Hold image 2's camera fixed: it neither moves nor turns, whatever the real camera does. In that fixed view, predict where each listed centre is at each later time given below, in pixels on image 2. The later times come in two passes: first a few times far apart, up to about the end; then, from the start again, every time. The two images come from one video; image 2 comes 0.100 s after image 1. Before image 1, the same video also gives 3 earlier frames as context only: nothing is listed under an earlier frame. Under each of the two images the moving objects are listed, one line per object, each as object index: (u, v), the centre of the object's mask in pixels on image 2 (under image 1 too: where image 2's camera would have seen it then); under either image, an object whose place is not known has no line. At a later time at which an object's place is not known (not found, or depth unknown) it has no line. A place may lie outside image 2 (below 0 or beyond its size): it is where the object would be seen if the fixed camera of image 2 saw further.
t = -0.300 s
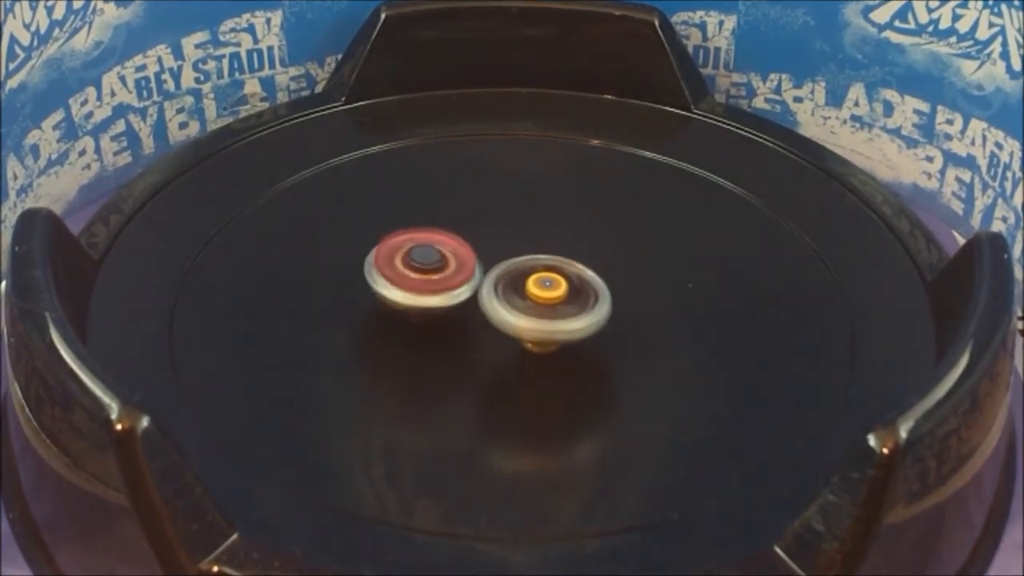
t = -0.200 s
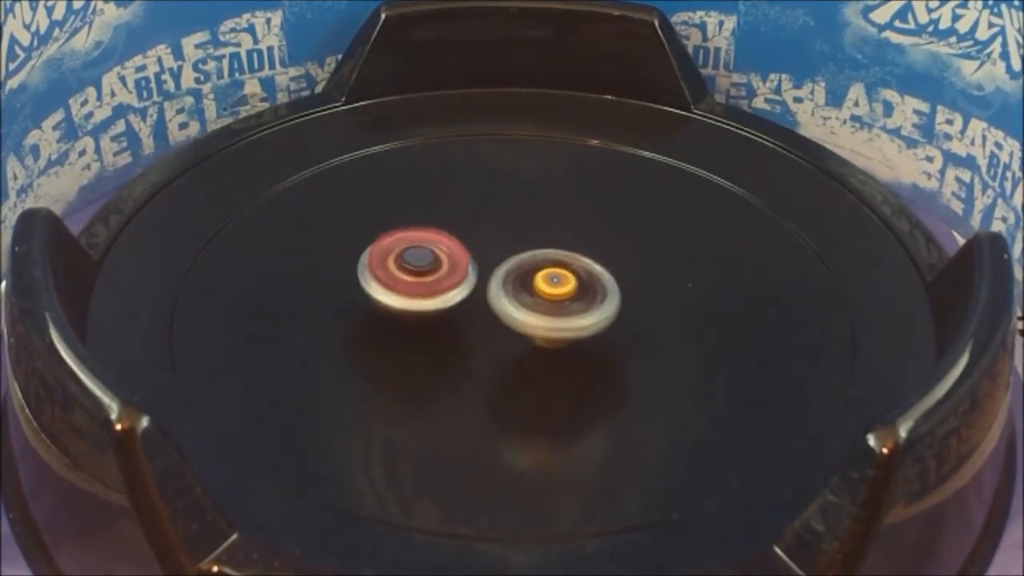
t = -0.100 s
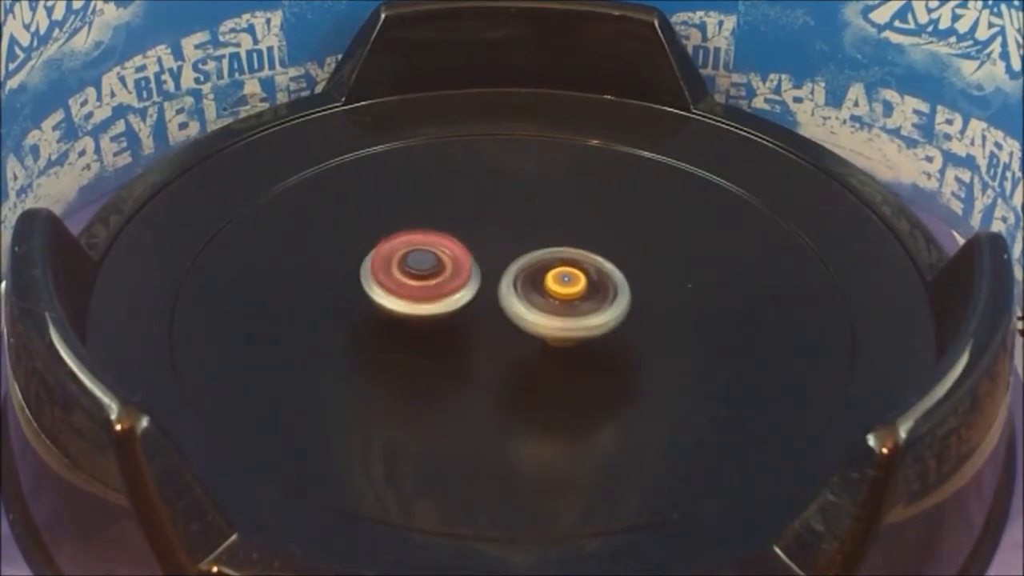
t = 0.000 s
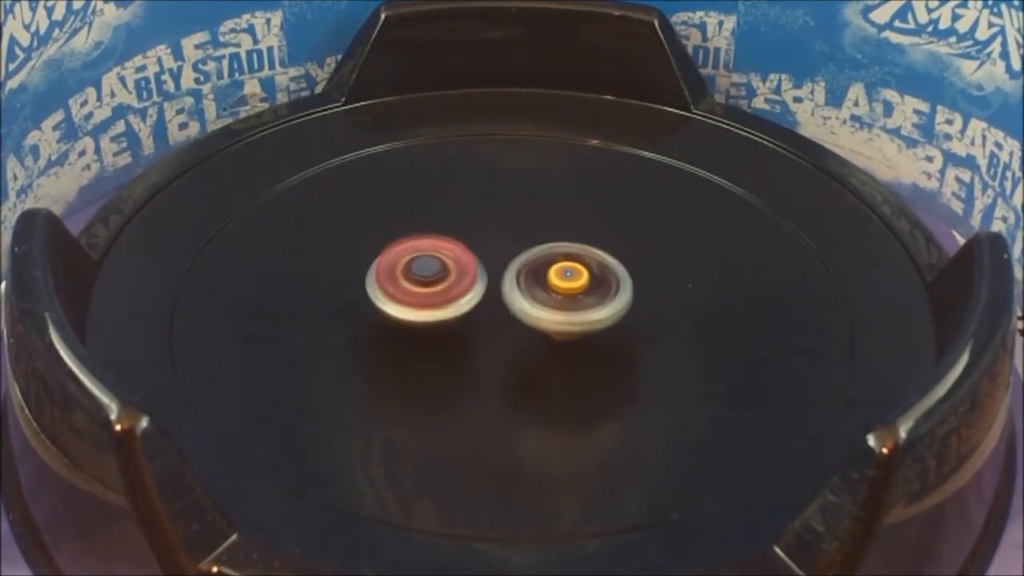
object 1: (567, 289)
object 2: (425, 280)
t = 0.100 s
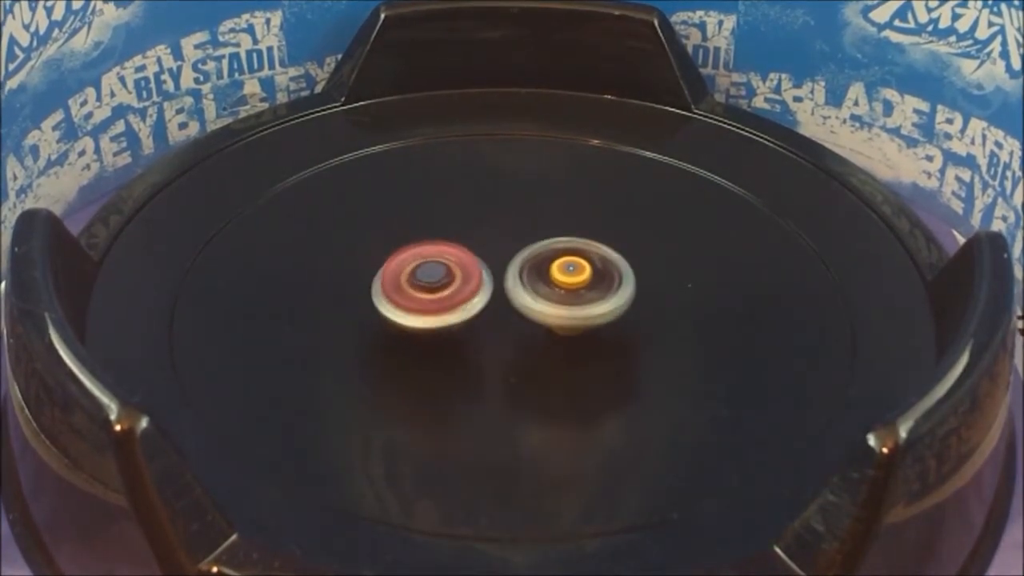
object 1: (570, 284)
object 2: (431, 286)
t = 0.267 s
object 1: (573, 277)
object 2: (442, 298)
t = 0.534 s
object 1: (575, 271)
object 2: (449, 317)
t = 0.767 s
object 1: (566, 272)
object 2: (450, 327)
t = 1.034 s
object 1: (576, 262)
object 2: (423, 338)
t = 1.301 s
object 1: (563, 258)
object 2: (433, 339)
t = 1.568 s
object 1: (539, 264)
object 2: (470, 339)
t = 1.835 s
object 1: (522, 261)
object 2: (502, 350)
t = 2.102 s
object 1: (500, 267)
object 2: (518, 354)
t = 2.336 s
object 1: (482, 270)
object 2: (526, 347)
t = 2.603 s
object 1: (458, 257)
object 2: (551, 351)
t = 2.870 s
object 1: (449, 259)
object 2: (572, 337)
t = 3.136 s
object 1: (455, 267)
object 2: (587, 324)
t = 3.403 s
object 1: (468, 278)
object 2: (591, 311)
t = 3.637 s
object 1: (470, 286)
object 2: (598, 306)
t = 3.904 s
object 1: (460, 293)
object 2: (595, 299)
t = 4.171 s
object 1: (447, 302)
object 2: (600, 290)
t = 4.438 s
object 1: (453, 308)
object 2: (589, 281)
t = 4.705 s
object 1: (463, 312)
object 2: (578, 272)
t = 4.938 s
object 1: (458, 317)
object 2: (590, 263)
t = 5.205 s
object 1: (475, 316)
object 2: (579, 262)
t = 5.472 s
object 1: (415, 340)
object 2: (635, 218)
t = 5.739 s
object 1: (440, 341)
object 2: (597, 221)
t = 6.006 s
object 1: (469, 338)
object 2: (513, 252)
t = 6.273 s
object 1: (502, 335)
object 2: (434, 255)
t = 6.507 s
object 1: (529, 327)
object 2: (431, 260)
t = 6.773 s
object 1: (562, 319)
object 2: (438, 277)
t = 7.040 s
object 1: (582, 309)
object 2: (433, 288)
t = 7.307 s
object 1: (583, 304)
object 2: (434, 294)
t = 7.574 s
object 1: (572, 300)
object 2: (438, 301)
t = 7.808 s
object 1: (609, 298)
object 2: (381, 293)
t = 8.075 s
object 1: (628, 290)
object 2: (328, 279)
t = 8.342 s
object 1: (605, 283)
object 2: (467, 282)
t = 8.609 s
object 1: (641, 285)
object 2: (510, 273)
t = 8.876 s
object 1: (631, 282)
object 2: (491, 282)
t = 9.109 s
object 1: (603, 281)
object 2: (481, 287)
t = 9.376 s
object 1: (613, 278)
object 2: (422, 272)
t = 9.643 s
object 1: (598, 271)
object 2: (461, 288)
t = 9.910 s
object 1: (589, 263)
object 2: (423, 306)
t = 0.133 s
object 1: (570, 282)
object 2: (434, 288)
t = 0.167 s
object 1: (571, 281)
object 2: (436, 290)
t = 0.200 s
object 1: (572, 279)
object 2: (437, 293)
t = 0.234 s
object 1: (572, 278)
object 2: (440, 295)
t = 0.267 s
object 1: (573, 277)
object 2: (442, 298)
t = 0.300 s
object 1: (573, 275)
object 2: (443, 301)
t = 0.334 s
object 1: (573, 274)
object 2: (444, 303)
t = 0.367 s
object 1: (574, 273)
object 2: (446, 305)
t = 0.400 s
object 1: (574, 272)
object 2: (447, 308)
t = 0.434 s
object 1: (575, 272)
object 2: (448, 311)
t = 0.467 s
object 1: (575, 271)
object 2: (449, 313)
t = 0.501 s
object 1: (575, 271)
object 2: (449, 315)
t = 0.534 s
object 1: (575, 271)
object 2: (449, 317)
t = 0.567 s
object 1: (574, 271)
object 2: (449, 319)
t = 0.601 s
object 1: (573, 271)
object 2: (450, 321)
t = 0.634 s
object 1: (572, 272)
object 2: (450, 322)
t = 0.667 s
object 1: (571, 272)
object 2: (450, 323)
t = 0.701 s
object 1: (569, 272)
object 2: (450, 325)
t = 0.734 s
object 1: (567, 272)
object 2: (450, 325)
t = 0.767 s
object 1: (566, 272)
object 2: (450, 327)
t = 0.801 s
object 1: (564, 273)
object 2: (451, 327)
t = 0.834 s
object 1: (562, 273)
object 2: (451, 327)
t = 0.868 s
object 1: (560, 274)
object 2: (453, 328)
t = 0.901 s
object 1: (558, 274)
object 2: (454, 327)
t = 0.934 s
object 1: (555, 274)
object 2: (455, 327)
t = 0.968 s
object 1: (554, 274)
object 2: (456, 327)
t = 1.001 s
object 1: (567, 267)
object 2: (437, 334)
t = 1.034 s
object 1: (576, 262)
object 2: (423, 338)
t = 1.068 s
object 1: (580, 259)
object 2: (417, 339)
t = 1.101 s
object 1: (579, 258)
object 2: (418, 338)
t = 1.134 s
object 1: (577, 258)
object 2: (420, 339)
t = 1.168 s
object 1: (574, 258)
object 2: (422, 340)
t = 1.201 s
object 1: (571, 258)
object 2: (424, 339)
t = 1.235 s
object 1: (569, 258)
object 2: (427, 338)
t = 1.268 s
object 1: (566, 258)
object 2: (430, 339)
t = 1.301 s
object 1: (563, 258)
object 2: (433, 339)
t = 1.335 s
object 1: (560, 259)
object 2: (438, 339)
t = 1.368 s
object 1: (557, 259)
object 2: (442, 339)
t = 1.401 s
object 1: (554, 259)
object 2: (446, 339)
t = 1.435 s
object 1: (551, 260)
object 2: (450, 339)
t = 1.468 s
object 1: (548, 261)
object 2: (455, 338)
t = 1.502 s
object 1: (545, 262)
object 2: (460, 338)
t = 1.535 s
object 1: (542, 263)
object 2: (465, 338)
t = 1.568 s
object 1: (539, 264)
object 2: (470, 339)
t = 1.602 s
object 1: (537, 263)
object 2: (476, 338)
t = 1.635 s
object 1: (535, 263)
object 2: (480, 340)
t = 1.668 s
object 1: (535, 261)
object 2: (481, 345)
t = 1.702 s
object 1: (533, 260)
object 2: (485, 348)
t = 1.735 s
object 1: (531, 260)
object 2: (489, 348)
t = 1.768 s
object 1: (528, 261)
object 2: (494, 350)
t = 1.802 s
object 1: (525, 261)
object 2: (498, 350)
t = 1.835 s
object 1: (522, 261)
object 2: (502, 350)
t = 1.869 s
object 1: (519, 262)
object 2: (505, 351)
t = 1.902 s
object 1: (517, 263)
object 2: (507, 352)
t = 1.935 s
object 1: (514, 263)
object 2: (510, 352)
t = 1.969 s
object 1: (511, 264)
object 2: (512, 354)
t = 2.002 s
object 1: (508, 265)
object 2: (514, 354)
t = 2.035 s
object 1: (505, 265)
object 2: (516, 354)
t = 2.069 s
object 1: (502, 266)
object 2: (517, 355)
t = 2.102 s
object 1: (500, 267)
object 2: (518, 354)
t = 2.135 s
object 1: (497, 268)
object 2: (519, 353)
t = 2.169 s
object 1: (494, 268)
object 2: (520, 352)
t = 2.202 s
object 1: (492, 269)
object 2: (520, 352)
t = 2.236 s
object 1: (489, 270)
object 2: (521, 351)
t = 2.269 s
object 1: (487, 271)
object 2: (523, 350)
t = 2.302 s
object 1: (485, 271)
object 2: (525, 349)
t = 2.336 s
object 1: (482, 270)
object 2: (526, 347)
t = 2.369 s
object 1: (478, 266)
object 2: (531, 353)
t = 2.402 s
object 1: (473, 260)
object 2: (536, 358)
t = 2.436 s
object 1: (470, 258)
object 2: (538, 359)
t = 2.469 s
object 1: (467, 257)
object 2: (540, 356)
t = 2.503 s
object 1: (464, 257)
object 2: (542, 355)
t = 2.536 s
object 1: (462, 257)
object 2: (546, 354)
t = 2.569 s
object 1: (460, 257)
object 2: (548, 352)
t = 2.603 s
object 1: (458, 257)
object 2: (551, 351)
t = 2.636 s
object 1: (456, 257)
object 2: (553, 349)
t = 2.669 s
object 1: (454, 257)
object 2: (556, 348)
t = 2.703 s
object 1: (452, 257)
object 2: (559, 346)
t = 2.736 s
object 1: (451, 257)
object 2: (561, 344)
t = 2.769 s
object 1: (450, 258)
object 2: (564, 343)
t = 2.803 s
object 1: (450, 258)
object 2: (566, 341)
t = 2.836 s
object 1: (449, 258)
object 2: (569, 339)
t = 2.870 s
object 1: (449, 259)
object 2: (572, 337)
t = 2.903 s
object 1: (450, 260)
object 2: (574, 335)
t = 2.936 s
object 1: (450, 261)
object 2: (576, 334)
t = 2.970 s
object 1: (451, 262)
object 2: (578, 333)
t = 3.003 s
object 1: (451, 263)
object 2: (580, 331)
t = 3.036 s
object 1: (451, 264)
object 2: (582, 330)
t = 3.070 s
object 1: (453, 265)
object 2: (584, 328)
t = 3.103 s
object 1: (454, 266)
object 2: (586, 325)
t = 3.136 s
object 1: (455, 267)
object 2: (587, 324)
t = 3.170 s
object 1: (457, 269)
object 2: (589, 323)
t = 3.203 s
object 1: (458, 270)
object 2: (589, 322)
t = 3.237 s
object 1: (460, 271)
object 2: (589, 320)
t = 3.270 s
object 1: (462, 273)
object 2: (589, 318)
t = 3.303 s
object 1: (463, 274)
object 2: (589, 316)
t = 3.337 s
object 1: (465, 275)
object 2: (589, 314)
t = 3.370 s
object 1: (467, 277)
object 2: (589, 312)
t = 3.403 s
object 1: (468, 278)
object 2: (591, 311)
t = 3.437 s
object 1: (463, 276)
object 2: (599, 312)
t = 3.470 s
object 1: (463, 277)
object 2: (599, 313)
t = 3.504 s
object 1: (465, 279)
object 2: (598, 311)
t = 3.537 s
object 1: (466, 281)
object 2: (598, 310)
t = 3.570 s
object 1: (467, 283)
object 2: (598, 308)
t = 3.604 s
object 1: (468, 284)
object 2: (598, 308)
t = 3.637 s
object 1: (470, 286)
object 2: (598, 306)
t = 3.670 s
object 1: (471, 287)
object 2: (598, 305)
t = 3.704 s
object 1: (469, 289)
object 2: (600, 305)
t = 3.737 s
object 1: (470, 290)
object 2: (598, 304)
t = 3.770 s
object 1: (463, 289)
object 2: (603, 304)
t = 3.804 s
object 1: (460, 289)
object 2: (603, 303)
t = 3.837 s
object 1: (460, 290)
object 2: (601, 303)
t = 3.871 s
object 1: (460, 292)
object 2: (597, 301)
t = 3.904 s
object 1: (460, 293)
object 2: (595, 299)
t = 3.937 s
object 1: (460, 295)
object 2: (593, 297)
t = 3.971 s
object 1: (460, 296)
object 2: (591, 296)
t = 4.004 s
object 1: (452, 296)
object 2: (599, 295)
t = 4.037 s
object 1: (447, 297)
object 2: (604, 294)
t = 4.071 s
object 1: (447, 298)
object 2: (604, 295)
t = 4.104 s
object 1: (447, 299)
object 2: (602, 293)
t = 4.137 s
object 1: (447, 300)
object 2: (601, 291)
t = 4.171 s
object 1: (447, 302)
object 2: (600, 290)
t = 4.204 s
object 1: (447, 302)
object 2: (600, 289)
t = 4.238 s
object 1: (447, 303)
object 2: (599, 287)
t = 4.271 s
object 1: (447, 304)
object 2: (598, 286)
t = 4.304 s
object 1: (448, 305)
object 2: (596, 285)
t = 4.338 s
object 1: (449, 306)
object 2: (595, 284)
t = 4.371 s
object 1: (450, 307)
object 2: (592, 283)
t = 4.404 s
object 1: (451, 307)
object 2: (590, 282)
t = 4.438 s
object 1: (453, 308)
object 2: (589, 281)
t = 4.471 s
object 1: (454, 309)
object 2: (587, 280)
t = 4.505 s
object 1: (456, 309)
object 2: (583, 279)
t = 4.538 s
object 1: (457, 309)
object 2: (581, 278)
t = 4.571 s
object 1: (459, 310)
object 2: (578, 277)
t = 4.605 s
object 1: (461, 311)
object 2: (576, 276)
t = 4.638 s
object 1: (459, 311)
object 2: (578, 274)
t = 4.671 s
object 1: (460, 312)
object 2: (579, 274)
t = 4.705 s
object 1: (463, 312)
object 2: (578, 272)
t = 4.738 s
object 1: (465, 312)
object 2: (577, 272)
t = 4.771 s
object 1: (467, 312)
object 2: (576, 270)
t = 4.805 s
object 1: (468, 312)
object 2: (575, 269)
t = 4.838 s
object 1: (459, 315)
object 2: (584, 264)
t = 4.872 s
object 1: (455, 317)
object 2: (591, 262)
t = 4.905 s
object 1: (456, 317)
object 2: (592, 263)
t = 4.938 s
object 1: (458, 317)
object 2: (590, 263)
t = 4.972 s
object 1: (460, 317)
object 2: (589, 262)
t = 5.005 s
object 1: (462, 317)
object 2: (587, 262)
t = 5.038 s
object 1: (464, 317)
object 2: (586, 262)
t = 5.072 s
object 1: (466, 317)
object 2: (586, 262)
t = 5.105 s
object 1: (469, 317)
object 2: (584, 262)
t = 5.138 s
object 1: (470, 316)
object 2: (583, 262)
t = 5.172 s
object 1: (473, 316)
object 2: (581, 262)
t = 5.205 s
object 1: (475, 316)
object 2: (579, 262)
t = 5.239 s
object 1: (477, 316)
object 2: (576, 262)
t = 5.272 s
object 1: (479, 315)
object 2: (574, 263)
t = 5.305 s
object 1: (462, 321)
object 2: (588, 254)
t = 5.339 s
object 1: (437, 328)
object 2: (612, 240)
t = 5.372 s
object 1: (423, 333)
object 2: (630, 230)
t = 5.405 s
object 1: (414, 337)
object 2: (637, 223)
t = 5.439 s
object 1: (413, 339)
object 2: (638, 220)
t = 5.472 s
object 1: (415, 340)
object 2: (635, 218)
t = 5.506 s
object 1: (418, 340)
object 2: (632, 216)
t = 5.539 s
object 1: (421, 340)
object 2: (628, 216)
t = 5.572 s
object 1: (424, 341)
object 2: (624, 215)
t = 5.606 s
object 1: (427, 342)
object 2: (618, 217)
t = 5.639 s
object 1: (431, 342)
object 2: (613, 218)
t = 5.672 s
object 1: (434, 342)
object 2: (608, 218)
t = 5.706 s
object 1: (437, 341)
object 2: (602, 220)
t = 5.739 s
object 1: (440, 341)
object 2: (597, 221)
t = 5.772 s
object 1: (444, 341)
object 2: (591, 223)
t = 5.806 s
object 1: (448, 341)
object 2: (585, 225)
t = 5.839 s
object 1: (451, 340)
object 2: (577, 228)
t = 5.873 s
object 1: (455, 339)
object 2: (567, 232)
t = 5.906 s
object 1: (458, 339)
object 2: (554, 237)
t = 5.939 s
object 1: (462, 339)
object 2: (541, 242)
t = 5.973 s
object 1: (466, 339)
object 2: (527, 248)
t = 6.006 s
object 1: (469, 338)
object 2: (513, 252)
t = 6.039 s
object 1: (473, 337)
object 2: (498, 256)
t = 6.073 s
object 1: (476, 336)
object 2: (483, 258)
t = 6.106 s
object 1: (480, 338)
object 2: (468, 258)
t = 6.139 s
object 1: (484, 339)
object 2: (457, 257)
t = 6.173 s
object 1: (489, 338)
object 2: (448, 256)
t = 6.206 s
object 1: (493, 337)
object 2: (440, 256)
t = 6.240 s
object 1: (497, 336)
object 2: (436, 255)
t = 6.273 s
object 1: (502, 335)
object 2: (434, 255)
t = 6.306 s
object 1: (506, 334)
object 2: (434, 255)
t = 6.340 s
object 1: (510, 333)
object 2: (431, 256)
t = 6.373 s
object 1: (514, 332)
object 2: (431, 256)
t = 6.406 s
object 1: (518, 331)
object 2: (431, 257)
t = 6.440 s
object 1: (522, 329)
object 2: (431, 258)
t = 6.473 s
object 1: (526, 328)
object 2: (431, 259)
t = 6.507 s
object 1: (529, 327)
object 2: (431, 260)
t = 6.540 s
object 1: (533, 325)
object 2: (431, 262)
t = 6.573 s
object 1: (536, 324)
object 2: (431, 263)
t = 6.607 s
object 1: (539, 323)
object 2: (432, 264)
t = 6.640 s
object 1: (543, 321)
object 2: (434, 267)
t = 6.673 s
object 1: (546, 320)
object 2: (437, 270)
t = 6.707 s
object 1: (549, 319)
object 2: (440, 275)
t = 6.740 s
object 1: (558, 320)
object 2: (439, 275)
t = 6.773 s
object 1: (562, 319)
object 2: (438, 277)
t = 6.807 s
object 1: (565, 317)
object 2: (437, 279)
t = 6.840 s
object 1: (568, 316)
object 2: (438, 282)
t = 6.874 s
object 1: (571, 315)
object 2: (437, 283)
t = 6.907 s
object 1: (574, 313)
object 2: (436, 284)
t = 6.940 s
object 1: (576, 312)
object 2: (436, 285)
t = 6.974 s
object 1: (579, 311)
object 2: (435, 286)
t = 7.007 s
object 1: (581, 310)
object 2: (434, 287)
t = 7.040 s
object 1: (582, 309)
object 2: (433, 288)
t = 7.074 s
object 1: (583, 308)
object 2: (434, 289)
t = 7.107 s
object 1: (584, 307)
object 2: (434, 290)
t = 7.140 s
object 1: (584, 307)
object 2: (433, 291)
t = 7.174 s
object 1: (584, 306)
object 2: (433, 292)
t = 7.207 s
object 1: (584, 305)
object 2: (432, 292)
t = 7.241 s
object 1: (584, 305)
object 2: (432, 293)
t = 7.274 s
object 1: (583, 304)
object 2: (433, 293)
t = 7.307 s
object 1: (583, 304)
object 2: (434, 294)
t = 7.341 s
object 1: (582, 304)
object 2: (434, 295)
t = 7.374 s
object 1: (581, 303)
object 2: (435, 296)
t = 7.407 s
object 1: (580, 303)
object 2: (436, 297)
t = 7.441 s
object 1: (579, 302)
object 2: (436, 298)
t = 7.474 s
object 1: (577, 302)
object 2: (437, 299)
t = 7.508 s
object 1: (575, 301)
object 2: (438, 300)
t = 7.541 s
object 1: (573, 301)
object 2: (440, 301)
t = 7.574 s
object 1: (572, 300)
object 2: (438, 301)
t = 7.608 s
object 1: (572, 300)
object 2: (434, 301)
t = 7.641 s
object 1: (571, 300)
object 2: (435, 302)
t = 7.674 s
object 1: (568, 300)
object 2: (435, 304)
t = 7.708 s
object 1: (567, 299)
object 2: (434, 304)
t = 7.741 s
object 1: (566, 299)
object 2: (435, 303)
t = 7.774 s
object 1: (583, 298)
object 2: (412, 299)
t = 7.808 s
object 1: (609, 298)
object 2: (381, 293)
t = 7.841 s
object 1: (627, 297)
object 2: (359, 288)
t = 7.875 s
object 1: (635, 296)
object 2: (344, 285)
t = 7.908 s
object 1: (637, 295)
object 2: (329, 281)
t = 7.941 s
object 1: (636, 293)
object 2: (319, 278)
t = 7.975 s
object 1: (635, 292)
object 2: (317, 277)
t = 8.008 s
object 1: (632, 291)
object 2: (319, 276)
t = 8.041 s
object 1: (630, 290)
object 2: (322, 276)
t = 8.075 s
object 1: (628, 290)
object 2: (328, 279)
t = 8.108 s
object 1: (625, 289)
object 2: (336, 280)
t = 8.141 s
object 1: (622, 288)
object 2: (348, 280)
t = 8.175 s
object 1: (620, 287)
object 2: (363, 280)
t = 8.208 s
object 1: (617, 286)
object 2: (378, 281)
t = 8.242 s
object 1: (614, 285)
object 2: (398, 280)
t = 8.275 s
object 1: (611, 285)
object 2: (419, 281)
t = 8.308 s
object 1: (608, 284)
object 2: (441, 282)
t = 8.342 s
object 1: (605, 283)
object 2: (467, 282)
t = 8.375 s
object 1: (613, 283)
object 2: (482, 280)
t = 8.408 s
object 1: (633, 286)
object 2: (477, 273)
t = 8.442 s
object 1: (645, 288)
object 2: (479, 269)
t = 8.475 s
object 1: (649, 288)
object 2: (483, 267)
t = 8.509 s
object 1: (647, 288)
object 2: (489, 268)
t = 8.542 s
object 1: (645, 287)
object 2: (496, 268)
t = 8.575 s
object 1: (643, 286)
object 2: (504, 270)
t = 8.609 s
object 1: (641, 285)
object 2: (510, 273)
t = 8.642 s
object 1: (643, 285)
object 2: (513, 274)
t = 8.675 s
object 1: (647, 285)
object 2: (507, 273)
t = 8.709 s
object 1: (645, 284)
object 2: (505, 274)
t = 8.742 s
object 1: (642, 284)
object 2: (503, 276)
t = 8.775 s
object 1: (639, 283)
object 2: (501, 278)
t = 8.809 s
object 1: (637, 283)
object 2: (499, 280)
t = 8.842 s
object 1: (634, 283)
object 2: (493, 283)
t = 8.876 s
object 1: (631, 282)
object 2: (491, 282)
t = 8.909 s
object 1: (627, 282)
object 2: (486, 284)
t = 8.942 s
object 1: (624, 282)
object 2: (482, 286)
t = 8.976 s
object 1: (620, 282)
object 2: (481, 285)
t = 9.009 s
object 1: (616, 282)
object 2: (478, 284)
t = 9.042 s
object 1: (611, 281)
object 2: (479, 285)
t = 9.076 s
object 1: (607, 281)
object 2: (477, 285)
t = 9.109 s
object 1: (603, 281)
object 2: (481, 287)
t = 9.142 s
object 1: (600, 280)
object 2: (479, 287)
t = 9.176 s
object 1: (610, 281)
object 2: (462, 284)
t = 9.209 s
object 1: (622, 281)
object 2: (437, 280)
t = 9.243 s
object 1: (626, 282)
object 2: (421, 278)
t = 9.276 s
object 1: (623, 281)
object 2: (412, 274)
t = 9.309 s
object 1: (620, 280)
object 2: (410, 272)
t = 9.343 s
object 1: (616, 279)
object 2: (412, 270)
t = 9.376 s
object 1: (613, 278)
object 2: (422, 272)
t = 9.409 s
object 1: (610, 277)
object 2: (429, 276)
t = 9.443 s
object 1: (606, 276)
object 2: (435, 276)
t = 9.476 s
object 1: (603, 276)
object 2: (440, 278)
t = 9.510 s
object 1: (599, 275)
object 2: (448, 278)
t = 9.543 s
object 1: (595, 274)
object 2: (459, 281)
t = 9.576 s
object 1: (594, 273)
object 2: (465, 284)
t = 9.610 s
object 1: (595, 272)
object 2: (467, 287)
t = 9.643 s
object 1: (598, 271)
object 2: (461, 288)
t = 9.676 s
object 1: (606, 269)
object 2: (445, 292)
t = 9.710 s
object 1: (608, 268)
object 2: (432, 299)
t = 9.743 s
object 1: (605, 267)
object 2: (422, 299)
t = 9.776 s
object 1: (602, 266)
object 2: (420, 304)
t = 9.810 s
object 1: (599, 265)
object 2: (421, 306)
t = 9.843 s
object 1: (595, 265)
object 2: (422, 307)
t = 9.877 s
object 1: (593, 264)
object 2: (421, 309)
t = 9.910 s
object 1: (589, 263)
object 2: (423, 306)
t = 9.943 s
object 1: (586, 262)
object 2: (429, 305)
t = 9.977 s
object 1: (583, 262)
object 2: (434, 305)
